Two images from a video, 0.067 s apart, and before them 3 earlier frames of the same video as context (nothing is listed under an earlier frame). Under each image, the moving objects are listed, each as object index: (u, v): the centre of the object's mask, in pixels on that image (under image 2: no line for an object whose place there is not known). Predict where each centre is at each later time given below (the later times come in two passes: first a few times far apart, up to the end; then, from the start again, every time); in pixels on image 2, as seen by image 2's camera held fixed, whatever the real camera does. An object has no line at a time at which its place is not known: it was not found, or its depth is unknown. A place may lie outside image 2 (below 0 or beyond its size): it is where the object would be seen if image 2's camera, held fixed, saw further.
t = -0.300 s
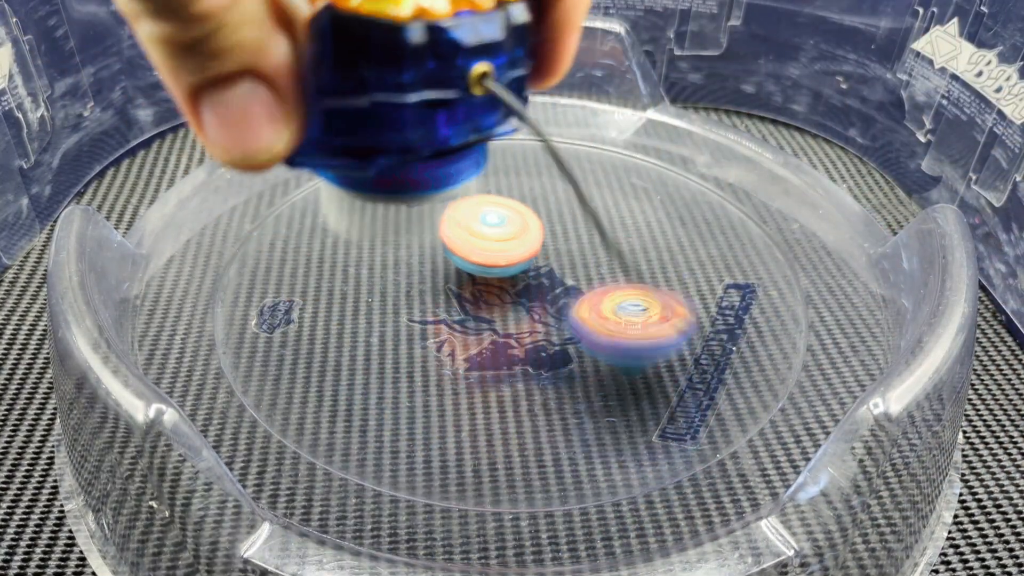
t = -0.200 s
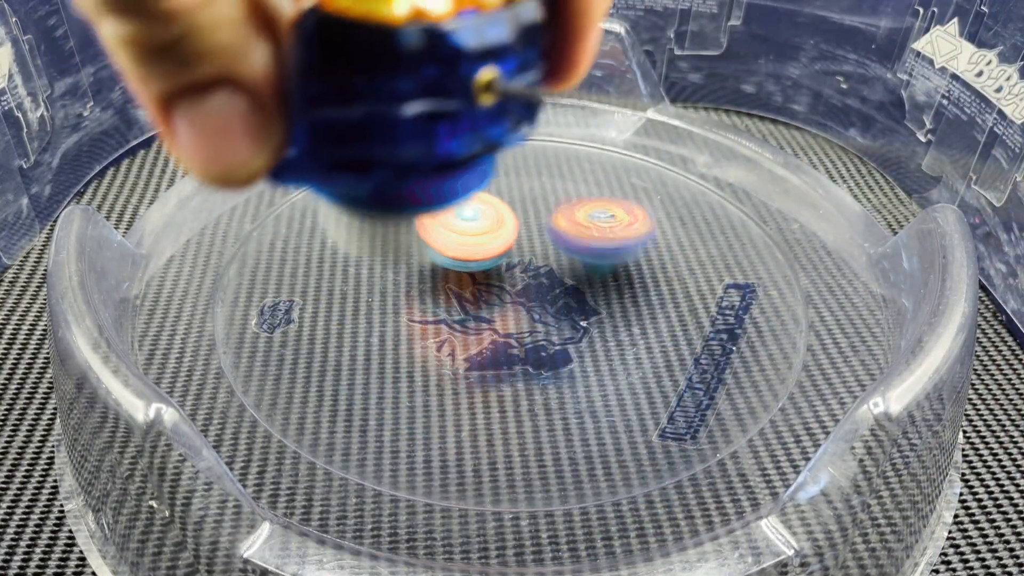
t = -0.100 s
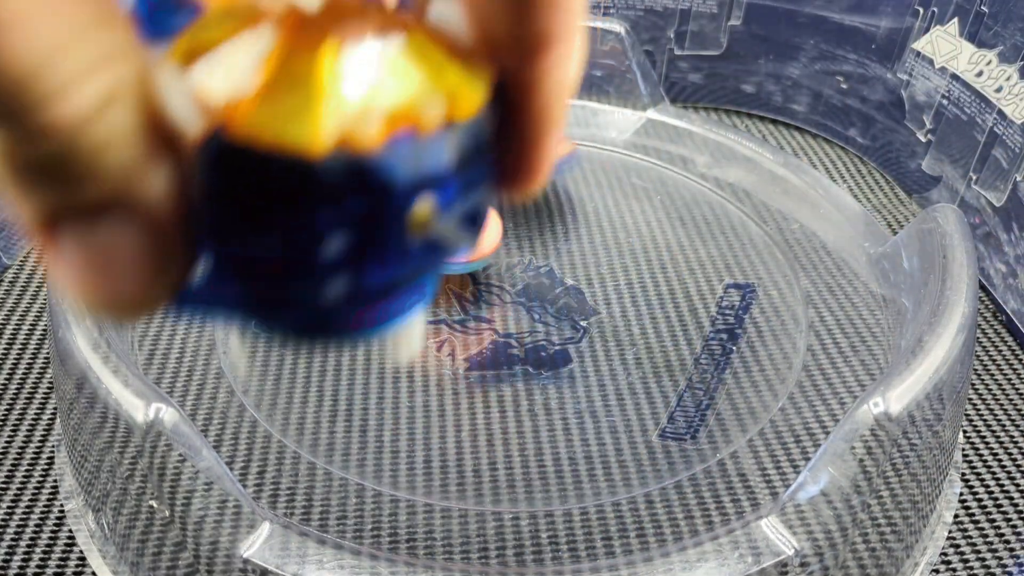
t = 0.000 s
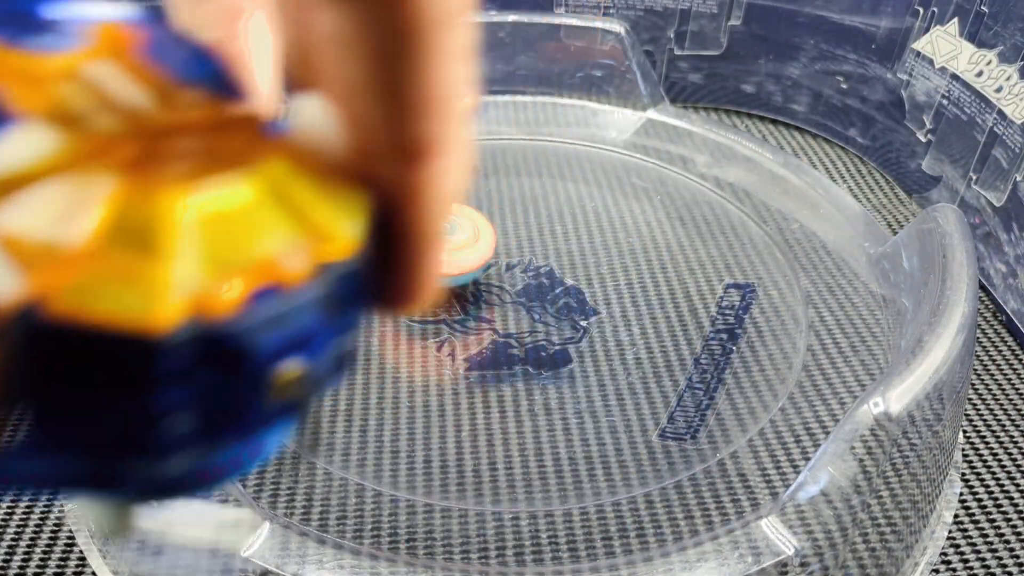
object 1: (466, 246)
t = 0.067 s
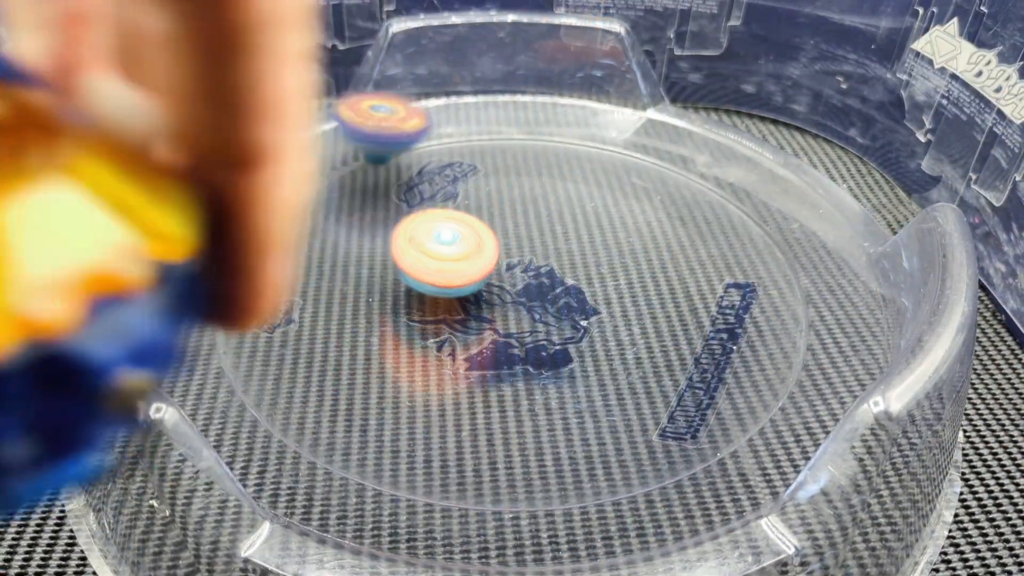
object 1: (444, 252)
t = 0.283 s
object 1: (495, 271)
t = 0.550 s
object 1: (551, 235)
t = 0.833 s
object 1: (526, 218)
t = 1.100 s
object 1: (499, 256)
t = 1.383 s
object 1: (550, 287)
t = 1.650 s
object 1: (595, 277)
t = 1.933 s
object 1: (551, 256)
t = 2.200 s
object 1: (500, 280)
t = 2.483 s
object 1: (505, 314)
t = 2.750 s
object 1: (533, 297)
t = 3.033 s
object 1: (516, 275)
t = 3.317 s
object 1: (485, 268)
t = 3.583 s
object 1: (455, 282)
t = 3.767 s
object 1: (481, 285)
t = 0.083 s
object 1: (446, 255)
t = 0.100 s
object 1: (448, 257)
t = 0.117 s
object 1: (451, 260)
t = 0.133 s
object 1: (453, 262)
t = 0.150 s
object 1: (457, 264)
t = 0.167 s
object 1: (460, 266)
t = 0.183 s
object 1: (465, 267)
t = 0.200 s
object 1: (469, 268)
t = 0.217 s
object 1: (474, 269)
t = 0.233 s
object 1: (479, 270)
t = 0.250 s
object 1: (484, 271)
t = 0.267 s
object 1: (490, 271)
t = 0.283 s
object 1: (495, 271)
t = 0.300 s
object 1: (500, 270)
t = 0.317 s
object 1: (505, 269)
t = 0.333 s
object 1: (510, 268)
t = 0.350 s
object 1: (515, 267)
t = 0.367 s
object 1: (519, 265)
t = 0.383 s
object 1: (524, 263)
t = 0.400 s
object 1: (528, 261)
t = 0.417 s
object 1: (532, 259)
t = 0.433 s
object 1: (536, 256)
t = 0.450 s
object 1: (539, 253)
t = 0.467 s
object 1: (542, 250)
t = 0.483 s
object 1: (545, 247)
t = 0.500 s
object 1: (547, 244)
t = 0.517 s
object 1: (549, 241)
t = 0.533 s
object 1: (550, 238)
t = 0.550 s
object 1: (551, 235)
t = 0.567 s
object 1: (552, 232)
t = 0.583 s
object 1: (552, 230)
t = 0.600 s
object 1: (551, 227)
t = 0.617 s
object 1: (551, 225)
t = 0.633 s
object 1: (550, 223)
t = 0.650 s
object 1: (548, 221)
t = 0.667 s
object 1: (547, 219)
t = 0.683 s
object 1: (545, 218)
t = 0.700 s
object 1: (542, 216)
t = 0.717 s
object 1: (540, 215)
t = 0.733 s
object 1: (539, 214)
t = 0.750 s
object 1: (537, 214)
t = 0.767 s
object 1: (534, 214)
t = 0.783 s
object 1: (532, 215)
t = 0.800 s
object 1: (529, 216)
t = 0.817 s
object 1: (528, 216)
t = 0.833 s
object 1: (526, 218)
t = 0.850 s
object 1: (524, 220)
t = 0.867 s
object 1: (523, 221)
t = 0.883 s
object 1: (521, 223)
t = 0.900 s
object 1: (519, 225)
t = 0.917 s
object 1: (517, 227)
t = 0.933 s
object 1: (515, 229)
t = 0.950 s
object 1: (513, 232)
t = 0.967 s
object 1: (511, 235)
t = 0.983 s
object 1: (508, 237)
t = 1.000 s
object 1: (506, 240)
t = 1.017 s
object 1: (504, 243)
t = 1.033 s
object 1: (502, 245)
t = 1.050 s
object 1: (501, 248)
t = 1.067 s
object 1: (500, 250)
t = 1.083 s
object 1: (499, 252)
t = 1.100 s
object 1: (499, 256)
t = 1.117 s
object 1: (499, 258)
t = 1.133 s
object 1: (499, 260)
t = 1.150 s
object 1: (500, 263)
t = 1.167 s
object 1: (501, 265)
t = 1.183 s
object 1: (503, 268)
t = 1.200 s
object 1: (505, 270)
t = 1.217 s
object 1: (507, 272)
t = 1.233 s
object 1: (510, 274)
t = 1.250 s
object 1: (514, 277)
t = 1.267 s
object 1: (518, 279)
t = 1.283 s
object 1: (522, 281)
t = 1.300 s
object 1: (526, 282)
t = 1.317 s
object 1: (531, 284)
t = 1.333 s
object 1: (536, 285)
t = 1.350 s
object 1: (541, 285)
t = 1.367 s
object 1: (545, 286)
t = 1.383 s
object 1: (550, 287)
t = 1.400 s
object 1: (555, 287)
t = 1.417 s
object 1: (560, 288)
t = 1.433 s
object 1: (565, 288)
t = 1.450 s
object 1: (570, 288)
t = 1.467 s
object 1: (574, 288)
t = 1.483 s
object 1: (578, 287)
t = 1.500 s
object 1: (582, 287)
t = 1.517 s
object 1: (584, 286)
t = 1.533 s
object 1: (586, 285)
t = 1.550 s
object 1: (588, 284)
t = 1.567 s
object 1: (590, 283)
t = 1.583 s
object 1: (592, 282)
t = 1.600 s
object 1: (593, 280)
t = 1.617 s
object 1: (594, 279)
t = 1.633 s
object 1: (595, 277)
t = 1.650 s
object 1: (595, 277)
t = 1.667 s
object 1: (595, 275)
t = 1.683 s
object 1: (593, 273)
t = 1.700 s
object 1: (592, 272)
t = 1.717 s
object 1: (590, 270)
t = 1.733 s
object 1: (588, 269)
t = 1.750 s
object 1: (586, 268)
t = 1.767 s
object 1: (584, 266)
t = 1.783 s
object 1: (582, 265)
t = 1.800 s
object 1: (579, 263)
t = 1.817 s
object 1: (576, 262)
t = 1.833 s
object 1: (573, 260)
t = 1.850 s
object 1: (570, 259)
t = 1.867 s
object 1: (567, 258)
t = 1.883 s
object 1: (563, 257)
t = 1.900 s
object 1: (560, 256)
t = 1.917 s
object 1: (555, 256)
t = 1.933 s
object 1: (551, 256)
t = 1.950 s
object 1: (547, 255)
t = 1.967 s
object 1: (543, 255)
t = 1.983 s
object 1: (540, 255)
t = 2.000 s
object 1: (536, 256)
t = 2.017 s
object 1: (532, 257)
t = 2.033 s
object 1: (529, 258)
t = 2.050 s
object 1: (525, 259)
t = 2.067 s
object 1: (521, 261)
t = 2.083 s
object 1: (518, 263)
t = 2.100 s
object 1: (515, 265)
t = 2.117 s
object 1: (512, 267)
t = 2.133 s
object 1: (509, 270)
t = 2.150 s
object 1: (507, 272)
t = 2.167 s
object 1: (504, 275)
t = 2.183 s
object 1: (501, 278)
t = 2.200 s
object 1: (500, 280)
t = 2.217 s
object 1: (498, 283)
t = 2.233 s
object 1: (497, 285)
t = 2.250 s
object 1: (496, 289)
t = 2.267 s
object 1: (494, 292)
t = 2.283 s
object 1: (494, 294)
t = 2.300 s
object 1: (494, 297)
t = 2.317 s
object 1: (493, 300)
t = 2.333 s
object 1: (493, 302)
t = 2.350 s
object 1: (494, 304)
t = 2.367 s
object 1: (498, 304)
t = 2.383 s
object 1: (500, 303)
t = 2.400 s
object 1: (502, 301)
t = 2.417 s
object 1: (500, 301)
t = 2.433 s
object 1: (499, 304)
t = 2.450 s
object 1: (499, 307)
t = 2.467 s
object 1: (501, 311)
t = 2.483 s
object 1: (505, 314)
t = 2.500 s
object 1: (508, 315)
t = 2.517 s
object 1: (510, 315)
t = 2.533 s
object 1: (512, 314)
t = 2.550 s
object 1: (514, 312)
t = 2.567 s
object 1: (516, 312)
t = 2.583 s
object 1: (518, 311)
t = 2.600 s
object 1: (519, 310)
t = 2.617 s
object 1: (521, 309)
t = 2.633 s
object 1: (522, 307)
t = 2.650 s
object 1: (524, 307)
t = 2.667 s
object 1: (526, 305)
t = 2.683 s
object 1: (528, 304)
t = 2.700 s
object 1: (529, 302)
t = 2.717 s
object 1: (530, 300)
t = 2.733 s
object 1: (532, 299)
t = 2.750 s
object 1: (533, 297)
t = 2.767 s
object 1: (534, 295)
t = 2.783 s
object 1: (535, 293)
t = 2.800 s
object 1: (536, 292)
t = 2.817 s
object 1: (536, 290)
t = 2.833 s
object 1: (535, 289)
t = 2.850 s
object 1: (533, 288)
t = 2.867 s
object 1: (532, 286)
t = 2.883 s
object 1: (530, 285)
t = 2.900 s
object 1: (529, 284)
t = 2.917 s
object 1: (527, 283)
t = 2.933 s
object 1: (525, 282)
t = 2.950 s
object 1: (523, 281)
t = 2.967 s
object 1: (522, 279)
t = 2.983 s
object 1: (521, 278)
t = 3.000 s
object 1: (520, 277)
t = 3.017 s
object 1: (518, 276)
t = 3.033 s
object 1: (516, 275)
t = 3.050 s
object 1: (514, 273)
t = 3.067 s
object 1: (512, 272)
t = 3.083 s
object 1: (510, 272)
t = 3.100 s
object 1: (508, 271)
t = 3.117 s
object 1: (505, 270)
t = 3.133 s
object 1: (503, 269)
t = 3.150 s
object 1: (502, 268)
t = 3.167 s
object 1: (500, 269)
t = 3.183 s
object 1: (499, 268)
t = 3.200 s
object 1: (497, 268)
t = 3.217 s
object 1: (495, 267)
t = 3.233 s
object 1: (493, 267)
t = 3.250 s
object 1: (491, 267)
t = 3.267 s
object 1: (490, 267)
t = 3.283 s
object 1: (488, 267)
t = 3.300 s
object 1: (486, 267)
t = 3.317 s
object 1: (485, 268)
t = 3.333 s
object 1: (483, 269)
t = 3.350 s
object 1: (481, 269)
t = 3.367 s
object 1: (479, 270)
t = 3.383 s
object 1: (476, 270)
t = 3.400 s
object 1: (474, 271)
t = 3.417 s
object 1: (471, 272)
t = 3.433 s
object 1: (469, 273)
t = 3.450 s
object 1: (466, 274)
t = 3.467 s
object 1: (464, 274)
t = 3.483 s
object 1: (462, 275)
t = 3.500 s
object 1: (460, 276)
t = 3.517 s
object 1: (458, 278)
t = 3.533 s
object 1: (457, 279)
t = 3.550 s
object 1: (455, 280)
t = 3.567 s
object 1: (455, 281)
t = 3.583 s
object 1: (455, 282)
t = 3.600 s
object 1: (456, 282)
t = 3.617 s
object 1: (457, 283)
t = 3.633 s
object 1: (458, 284)
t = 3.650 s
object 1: (460, 284)
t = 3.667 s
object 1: (462, 284)
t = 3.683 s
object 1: (465, 285)
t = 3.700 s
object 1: (468, 285)
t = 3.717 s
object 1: (471, 285)
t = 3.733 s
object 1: (474, 285)
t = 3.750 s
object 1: (478, 285)
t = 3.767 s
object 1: (481, 285)
